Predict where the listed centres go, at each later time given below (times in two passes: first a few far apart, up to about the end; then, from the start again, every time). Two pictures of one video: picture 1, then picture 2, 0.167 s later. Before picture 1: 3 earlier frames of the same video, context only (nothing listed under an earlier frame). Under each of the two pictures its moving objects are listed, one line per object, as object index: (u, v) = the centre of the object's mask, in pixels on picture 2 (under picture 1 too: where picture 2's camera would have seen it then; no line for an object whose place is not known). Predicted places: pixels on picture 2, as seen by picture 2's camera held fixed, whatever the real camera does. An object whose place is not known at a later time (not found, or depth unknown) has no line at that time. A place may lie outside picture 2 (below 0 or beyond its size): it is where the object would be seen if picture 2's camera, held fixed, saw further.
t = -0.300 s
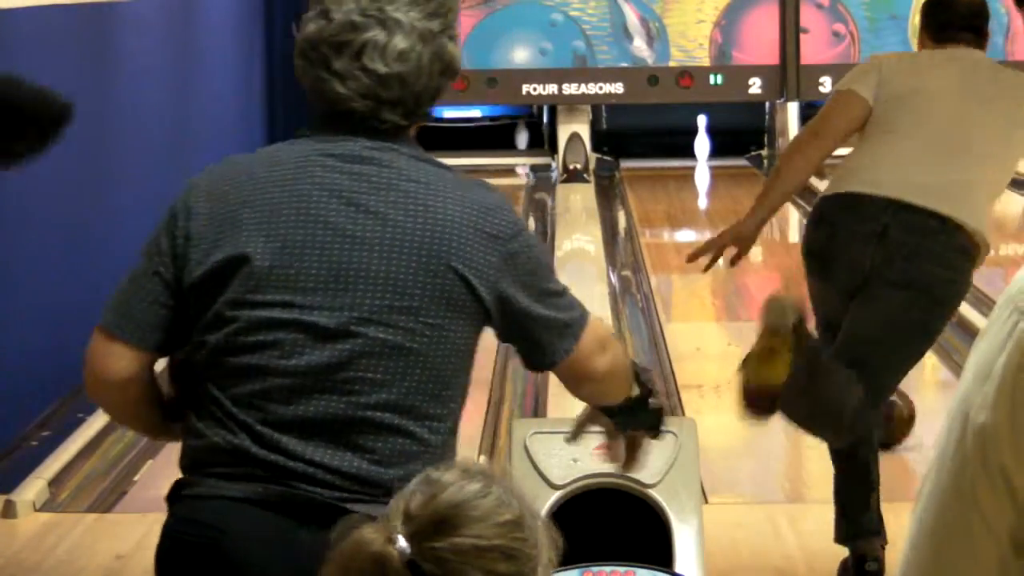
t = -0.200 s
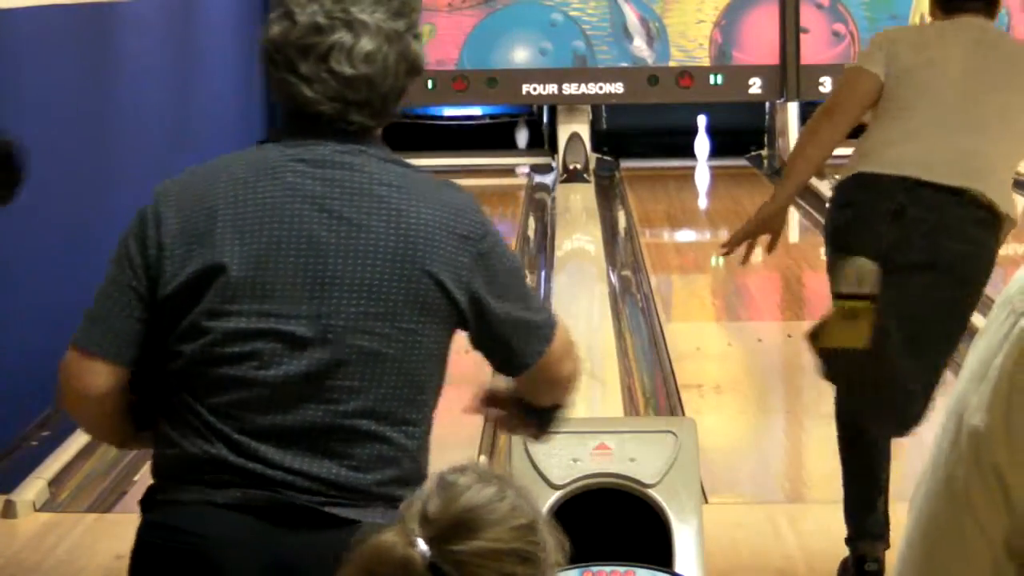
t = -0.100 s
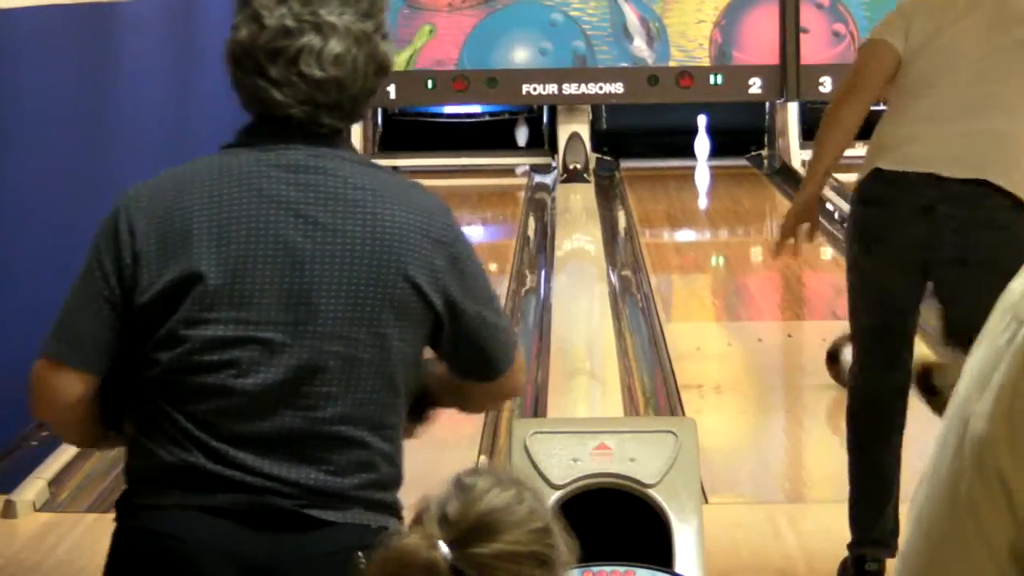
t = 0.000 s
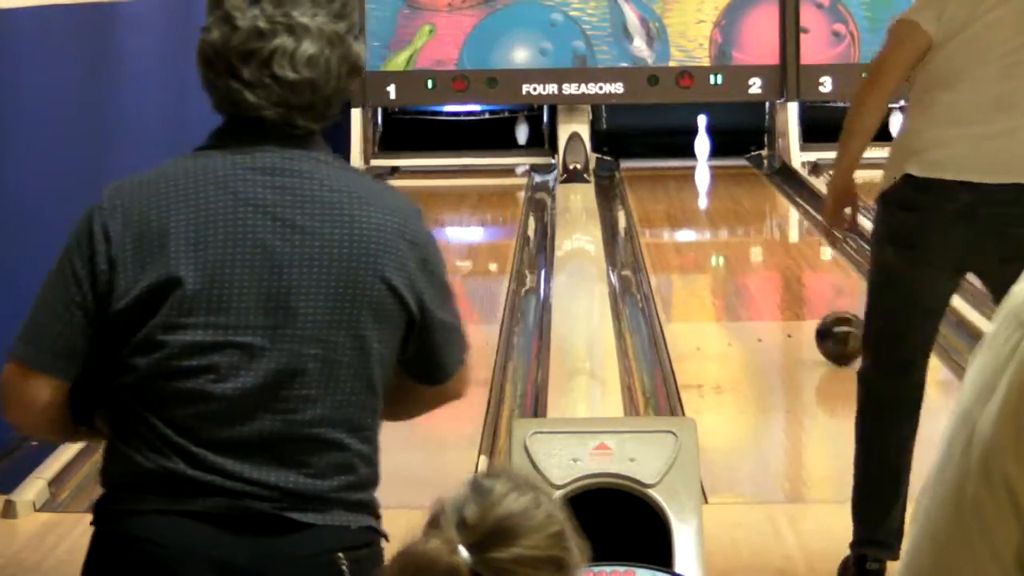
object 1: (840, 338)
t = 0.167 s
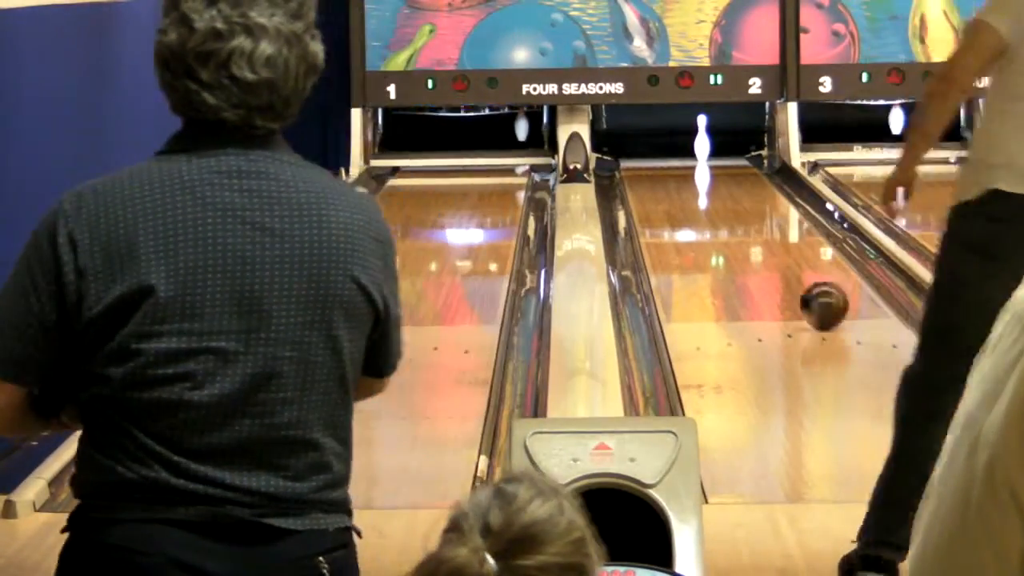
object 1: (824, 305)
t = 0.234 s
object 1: (817, 295)
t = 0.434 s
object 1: (801, 264)
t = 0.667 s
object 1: (781, 235)
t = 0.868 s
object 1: (769, 216)
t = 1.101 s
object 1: (755, 197)
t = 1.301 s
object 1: (742, 181)
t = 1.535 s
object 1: (729, 167)
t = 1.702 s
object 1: (720, 157)
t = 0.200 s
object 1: (821, 300)
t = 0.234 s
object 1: (817, 295)
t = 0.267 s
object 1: (815, 290)
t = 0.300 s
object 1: (812, 283)
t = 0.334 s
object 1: (808, 279)
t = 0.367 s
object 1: (806, 273)
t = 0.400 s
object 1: (803, 270)
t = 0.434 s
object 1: (801, 264)
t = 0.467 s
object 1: (798, 259)
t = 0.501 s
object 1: (795, 255)
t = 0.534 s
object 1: (791, 251)
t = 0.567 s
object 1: (790, 248)
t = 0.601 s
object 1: (788, 242)
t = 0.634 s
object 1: (785, 239)
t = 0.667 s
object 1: (781, 235)
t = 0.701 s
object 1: (780, 232)
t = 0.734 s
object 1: (778, 229)
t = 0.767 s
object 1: (776, 224)
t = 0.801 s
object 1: (774, 222)
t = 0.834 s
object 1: (771, 218)
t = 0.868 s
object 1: (769, 216)
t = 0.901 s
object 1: (767, 212)
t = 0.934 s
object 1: (764, 210)
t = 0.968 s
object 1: (763, 207)
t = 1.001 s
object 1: (761, 203)
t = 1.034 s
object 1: (758, 202)
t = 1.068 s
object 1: (756, 199)
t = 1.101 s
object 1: (755, 197)
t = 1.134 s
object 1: (753, 193)
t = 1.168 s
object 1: (751, 190)
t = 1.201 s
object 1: (749, 189)
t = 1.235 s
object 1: (747, 186)
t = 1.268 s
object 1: (745, 183)
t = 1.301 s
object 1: (742, 181)
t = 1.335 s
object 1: (740, 179)
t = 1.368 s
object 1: (738, 177)
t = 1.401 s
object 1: (738, 175)
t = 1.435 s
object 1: (735, 172)
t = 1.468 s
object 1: (734, 171)
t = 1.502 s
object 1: (731, 169)
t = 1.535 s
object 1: (729, 167)
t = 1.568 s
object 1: (728, 164)
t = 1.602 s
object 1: (726, 162)
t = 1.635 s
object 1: (724, 161)
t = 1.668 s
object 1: (723, 160)
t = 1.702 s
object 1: (720, 157)
